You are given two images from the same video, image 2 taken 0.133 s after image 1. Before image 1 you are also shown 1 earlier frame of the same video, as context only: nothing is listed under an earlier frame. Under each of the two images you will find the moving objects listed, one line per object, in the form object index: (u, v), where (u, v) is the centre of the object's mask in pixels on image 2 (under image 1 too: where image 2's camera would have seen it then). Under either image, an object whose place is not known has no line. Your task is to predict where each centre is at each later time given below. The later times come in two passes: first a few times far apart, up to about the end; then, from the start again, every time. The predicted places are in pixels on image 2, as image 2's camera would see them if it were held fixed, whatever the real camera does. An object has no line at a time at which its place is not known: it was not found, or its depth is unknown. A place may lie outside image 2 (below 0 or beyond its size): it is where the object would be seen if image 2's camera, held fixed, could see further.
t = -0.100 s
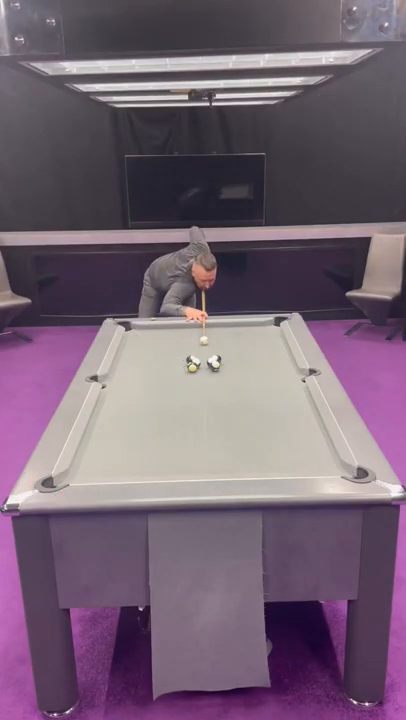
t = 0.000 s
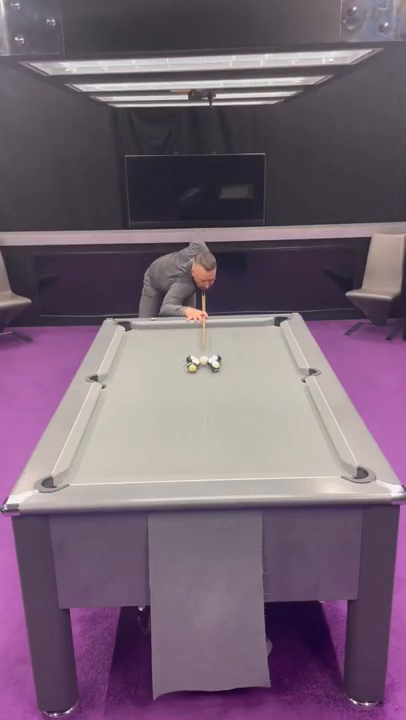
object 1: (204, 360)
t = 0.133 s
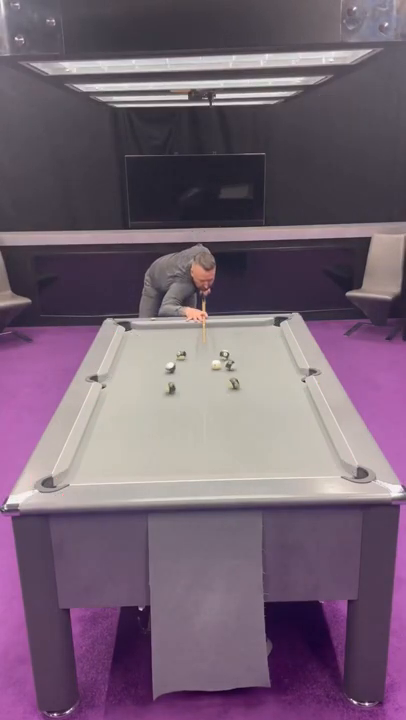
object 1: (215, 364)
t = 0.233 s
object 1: (225, 367)
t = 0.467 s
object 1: (247, 375)
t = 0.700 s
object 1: (271, 383)
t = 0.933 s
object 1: (295, 392)
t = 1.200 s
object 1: (298, 400)
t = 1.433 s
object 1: (289, 407)
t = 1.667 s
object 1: (280, 414)
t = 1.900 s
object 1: (272, 421)
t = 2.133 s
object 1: (264, 428)
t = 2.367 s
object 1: (256, 434)
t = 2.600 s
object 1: (248, 441)
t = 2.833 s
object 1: (241, 447)
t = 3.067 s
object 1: (234, 452)
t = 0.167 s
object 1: (219, 365)
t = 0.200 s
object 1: (222, 366)
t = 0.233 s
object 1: (225, 367)
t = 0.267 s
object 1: (228, 368)
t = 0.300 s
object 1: (231, 370)
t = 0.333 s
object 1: (234, 371)
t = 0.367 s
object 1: (238, 372)
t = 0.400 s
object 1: (241, 373)
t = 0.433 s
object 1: (244, 374)
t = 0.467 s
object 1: (247, 375)
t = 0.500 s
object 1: (251, 376)
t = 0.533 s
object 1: (254, 377)
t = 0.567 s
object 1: (258, 379)
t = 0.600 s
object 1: (261, 380)
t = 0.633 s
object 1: (264, 381)
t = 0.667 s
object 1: (268, 382)
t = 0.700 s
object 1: (271, 383)
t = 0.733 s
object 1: (275, 384)
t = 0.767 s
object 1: (278, 386)
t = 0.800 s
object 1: (281, 387)
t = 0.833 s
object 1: (285, 388)
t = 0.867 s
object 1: (288, 389)
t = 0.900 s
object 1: (292, 390)
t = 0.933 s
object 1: (295, 392)
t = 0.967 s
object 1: (299, 393)
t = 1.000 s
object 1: (303, 394)
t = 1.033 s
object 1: (305, 395)
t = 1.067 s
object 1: (303, 396)
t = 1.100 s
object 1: (301, 397)
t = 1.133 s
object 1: (300, 398)
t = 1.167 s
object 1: (299, 399)
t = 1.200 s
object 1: (298, 400)
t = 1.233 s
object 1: (296, 401)
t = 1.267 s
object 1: (295, 402)
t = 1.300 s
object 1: (294, 403)
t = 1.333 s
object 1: (293, 404)
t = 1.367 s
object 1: (291, 405)
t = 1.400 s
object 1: (290, 406)
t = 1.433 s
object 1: (289, 407)
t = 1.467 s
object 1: (287, 408)
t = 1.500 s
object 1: (286, 409)
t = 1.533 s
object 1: (285, 410)
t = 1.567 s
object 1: (284, 411)
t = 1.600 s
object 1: (283, 412)
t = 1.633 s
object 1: (281, 413)
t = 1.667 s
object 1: (280, 414)
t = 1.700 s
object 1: (279, 415)
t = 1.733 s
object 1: (278, 416)
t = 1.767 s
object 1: (277, 417)
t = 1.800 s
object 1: (275, 418)
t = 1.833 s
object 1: (274, 419)
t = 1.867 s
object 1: (273, 420)
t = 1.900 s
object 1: (272, 421)
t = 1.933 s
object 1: (271, 422)
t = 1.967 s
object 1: (270, 423)
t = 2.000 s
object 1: (269, 424)
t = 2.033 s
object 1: (267, 425)
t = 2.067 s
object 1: (266, 426)
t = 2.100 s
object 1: (265, 427)
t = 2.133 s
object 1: (264, 428)
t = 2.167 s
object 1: (263, 428)
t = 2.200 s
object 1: (262, 430)
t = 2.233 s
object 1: (260, 430)
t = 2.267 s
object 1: (259, 431)
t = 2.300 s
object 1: (258, 432)
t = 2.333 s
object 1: (257, 433)
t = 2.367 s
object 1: (256, 434)
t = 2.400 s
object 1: (255, 435)
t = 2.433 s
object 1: (254, 436)
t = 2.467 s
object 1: (253, 437)
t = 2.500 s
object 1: (251, 438)
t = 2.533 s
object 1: (250, 439)
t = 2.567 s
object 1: (249, 440)
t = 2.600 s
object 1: (248, 441)
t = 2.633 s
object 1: (247, 442)
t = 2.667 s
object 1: (246, 442)
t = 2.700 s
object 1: (245, 443)
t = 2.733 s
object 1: (244, 444)
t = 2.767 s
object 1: (243, 445)
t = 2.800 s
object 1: (242, 446)
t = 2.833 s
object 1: (241, 447)
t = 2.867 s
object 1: (240, 448)
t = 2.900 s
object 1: (238, 448)
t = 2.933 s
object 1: (238, 449)
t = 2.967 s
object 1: (236, 450)
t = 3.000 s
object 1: (235, 451)
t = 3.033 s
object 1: (235, 452)
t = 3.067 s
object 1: (234, 452)
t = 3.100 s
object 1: (232, 453)
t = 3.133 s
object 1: (231, 454)
